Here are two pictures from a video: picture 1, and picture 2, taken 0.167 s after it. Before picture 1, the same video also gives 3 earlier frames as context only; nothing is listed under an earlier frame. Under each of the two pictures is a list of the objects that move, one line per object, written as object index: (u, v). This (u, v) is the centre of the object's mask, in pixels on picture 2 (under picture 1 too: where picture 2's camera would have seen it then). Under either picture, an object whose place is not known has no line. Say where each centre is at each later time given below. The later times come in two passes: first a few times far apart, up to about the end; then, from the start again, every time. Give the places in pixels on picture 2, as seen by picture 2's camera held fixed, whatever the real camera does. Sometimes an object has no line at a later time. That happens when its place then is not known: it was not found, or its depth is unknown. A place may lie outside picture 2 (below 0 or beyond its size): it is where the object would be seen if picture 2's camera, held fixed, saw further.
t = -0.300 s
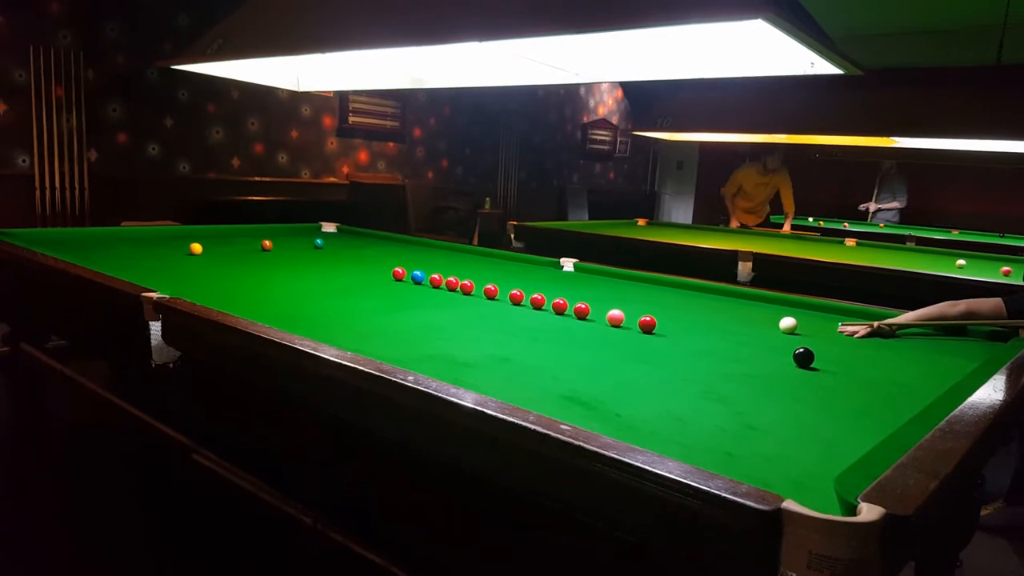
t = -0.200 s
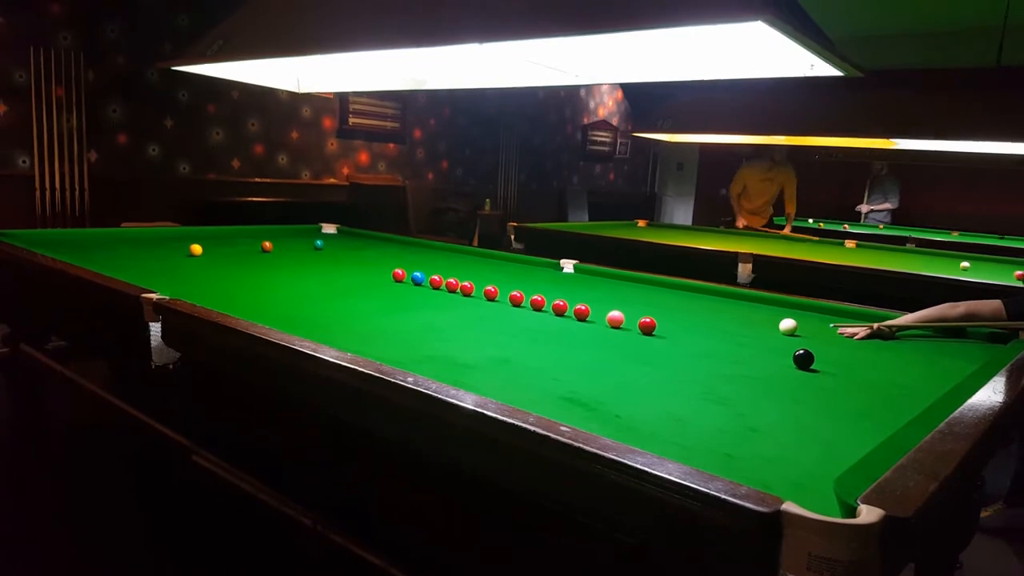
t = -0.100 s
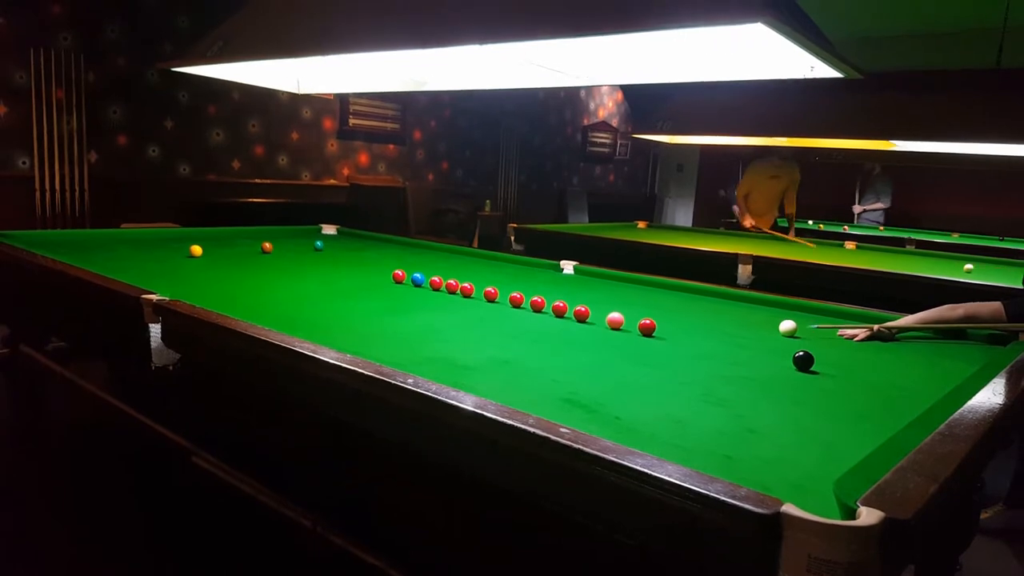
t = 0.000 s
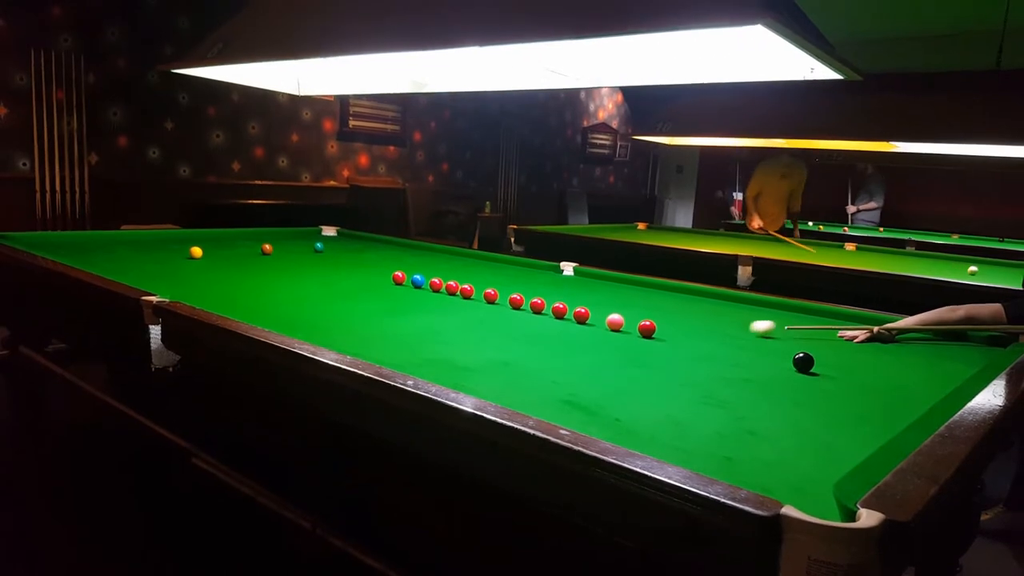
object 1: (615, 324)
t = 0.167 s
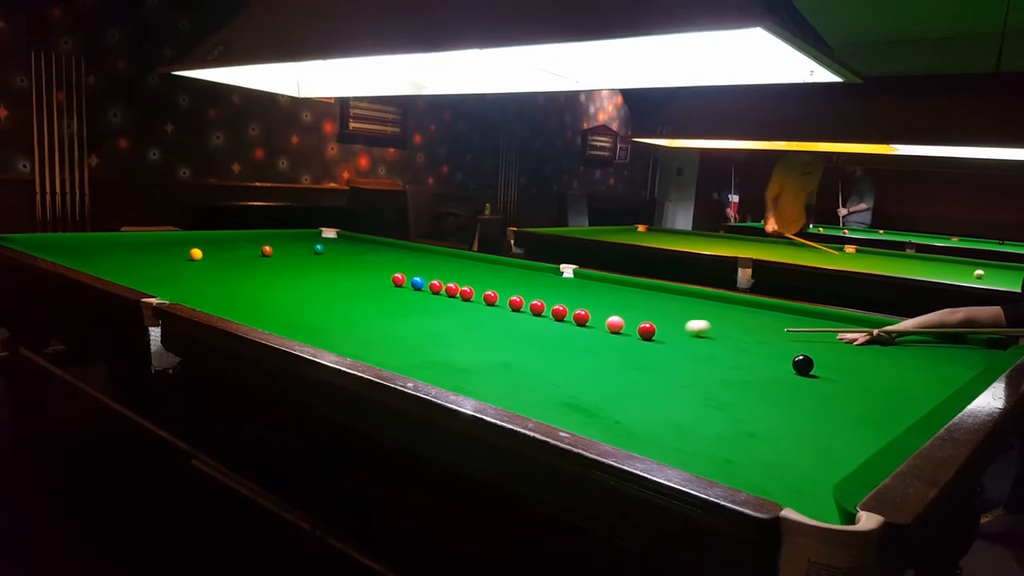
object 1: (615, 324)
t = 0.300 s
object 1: (615, 325)
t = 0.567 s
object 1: (551, 321)
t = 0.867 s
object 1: (482, 317)
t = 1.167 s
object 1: (414, 314)
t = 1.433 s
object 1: (356, 311)
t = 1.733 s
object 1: (292, 307)
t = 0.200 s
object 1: (615, 324)
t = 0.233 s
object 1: (615, 324)
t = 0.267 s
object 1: (615, 324)
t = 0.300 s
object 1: (615, 325)
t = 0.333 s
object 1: (614, 324)
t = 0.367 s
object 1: (607, 323)
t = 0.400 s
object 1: (597, 323)
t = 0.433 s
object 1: (585, 322)
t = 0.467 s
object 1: (576, 321)
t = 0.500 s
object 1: (567, 321)
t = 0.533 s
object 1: (559, 321)
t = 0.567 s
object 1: (551, 321)
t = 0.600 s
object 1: (543, 320)
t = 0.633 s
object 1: (536, 320)
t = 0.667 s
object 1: (528, 319)
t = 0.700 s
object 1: (520, 320)
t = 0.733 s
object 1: (512, 319)
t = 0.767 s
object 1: (504, 318)
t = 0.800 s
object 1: (497, 318)
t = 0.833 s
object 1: (489, 317)
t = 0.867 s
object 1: (482, 317)
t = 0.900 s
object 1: (474, 317)
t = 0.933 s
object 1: (467, 316)
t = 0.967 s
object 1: (459, 316)
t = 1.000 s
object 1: (452, 315)
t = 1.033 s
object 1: (444, 315)
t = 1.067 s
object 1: (436, 315)
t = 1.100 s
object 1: (429, 314)
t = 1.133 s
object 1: (421, 314)
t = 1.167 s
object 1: (414, 314)
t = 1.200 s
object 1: (407, 313)
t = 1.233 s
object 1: (400, 313)
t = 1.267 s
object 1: (392, 313)
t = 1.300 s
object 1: (385, 312)
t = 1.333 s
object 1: (378, 311)
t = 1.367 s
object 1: (371, 311)
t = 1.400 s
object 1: (363, 311)
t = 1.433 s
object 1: (356, 311)
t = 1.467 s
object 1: (349, 310)
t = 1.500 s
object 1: (342, 310)
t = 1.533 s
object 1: (335, 310)
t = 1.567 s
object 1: (328, 309)
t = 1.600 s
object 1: (320, 309)
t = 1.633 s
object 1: (313, 309)
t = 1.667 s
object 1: (306, 308)
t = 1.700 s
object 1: (299, 308)
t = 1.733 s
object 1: (292, 307)
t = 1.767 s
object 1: (285, 307)
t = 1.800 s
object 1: (278, 307)
